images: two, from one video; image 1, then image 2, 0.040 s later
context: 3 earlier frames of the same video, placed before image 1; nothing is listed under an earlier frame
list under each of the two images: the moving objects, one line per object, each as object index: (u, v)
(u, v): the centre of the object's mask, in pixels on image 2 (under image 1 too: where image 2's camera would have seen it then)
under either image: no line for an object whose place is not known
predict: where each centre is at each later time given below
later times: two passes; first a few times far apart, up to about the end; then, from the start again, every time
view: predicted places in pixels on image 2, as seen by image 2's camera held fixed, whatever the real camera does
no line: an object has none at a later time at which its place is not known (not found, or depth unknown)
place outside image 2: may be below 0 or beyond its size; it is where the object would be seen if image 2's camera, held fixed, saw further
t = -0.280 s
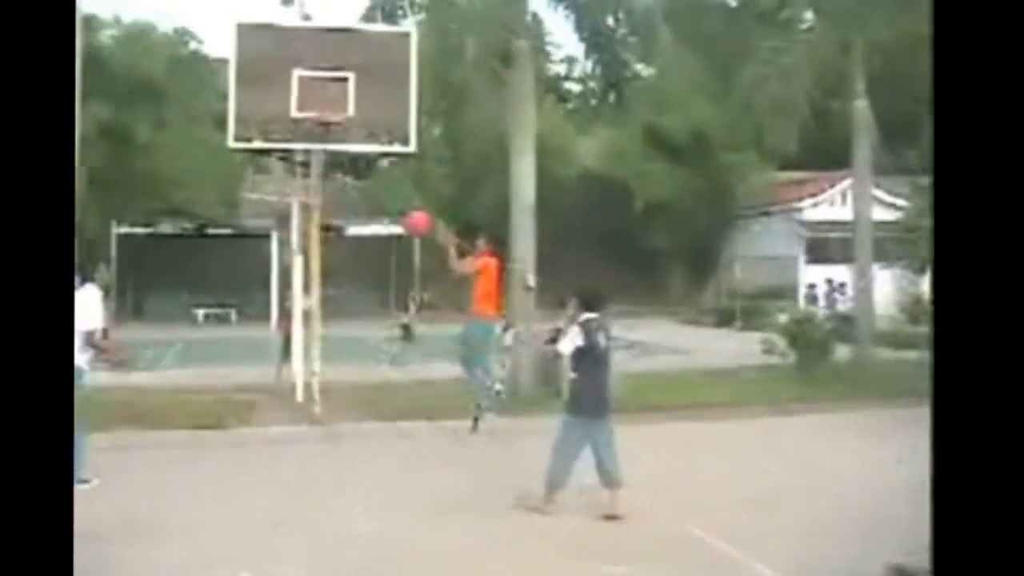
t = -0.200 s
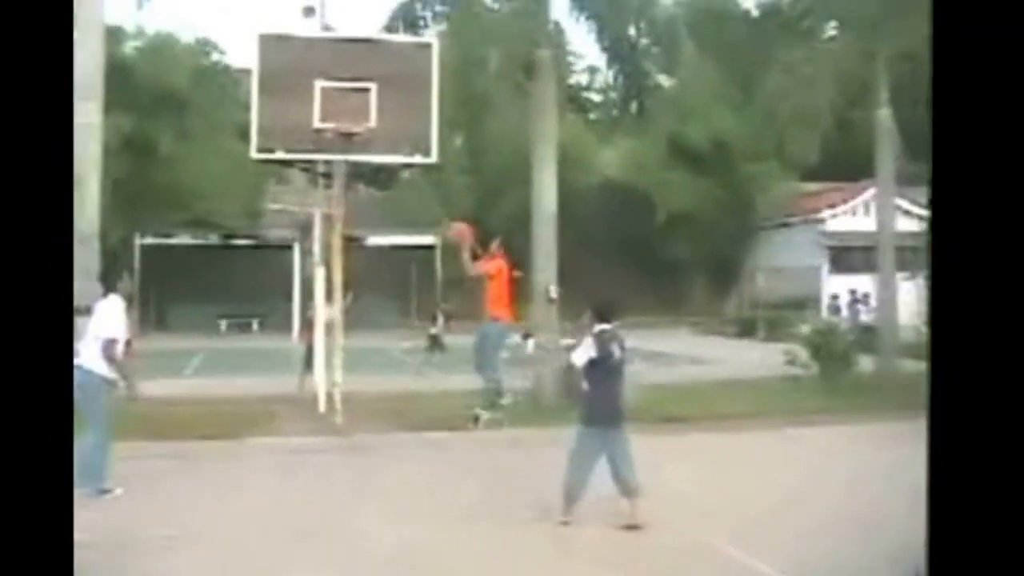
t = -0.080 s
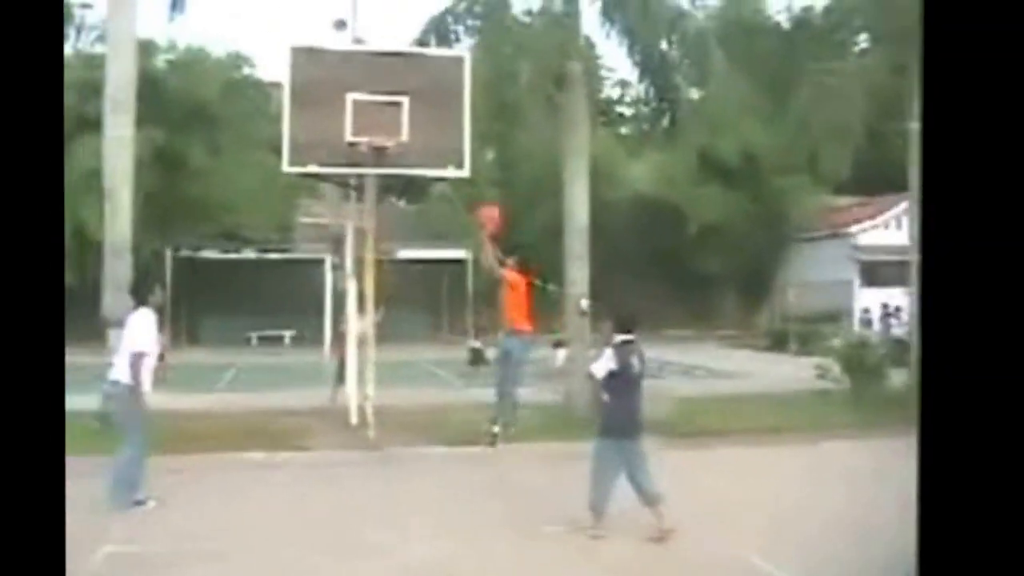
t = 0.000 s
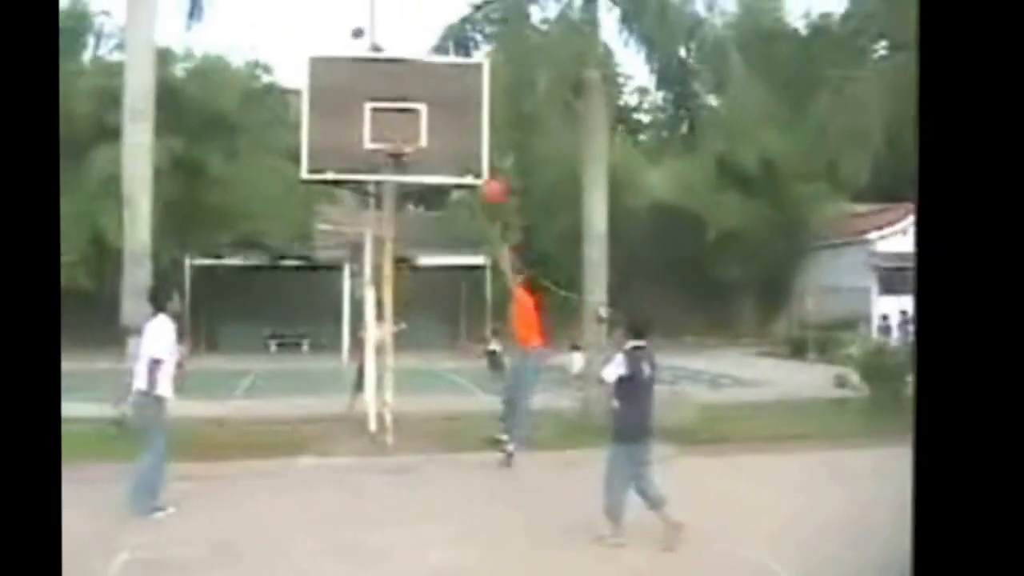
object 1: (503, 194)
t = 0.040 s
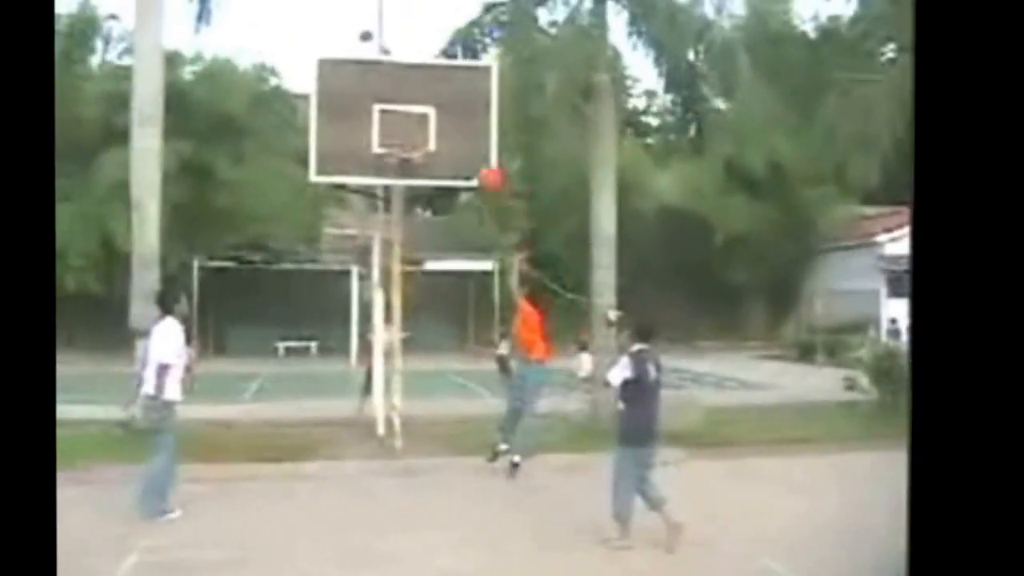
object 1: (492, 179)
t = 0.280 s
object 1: (439, 125)
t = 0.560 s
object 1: (382, 139)
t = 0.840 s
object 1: (346, 205)
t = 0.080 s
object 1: (483, 165)
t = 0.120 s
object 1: (477, 156)
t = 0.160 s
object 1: (466, 142)
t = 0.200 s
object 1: (459, 135)
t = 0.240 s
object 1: (449, 127)
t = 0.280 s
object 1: (439, 125)
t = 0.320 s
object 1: (433, 121)
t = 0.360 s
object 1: (421, 120)
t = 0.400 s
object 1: (411, 123)
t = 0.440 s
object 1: (405, 124)
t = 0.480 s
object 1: (399, 127)
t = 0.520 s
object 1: (390, 132)
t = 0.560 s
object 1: (382, 139)
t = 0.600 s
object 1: (373, 148)
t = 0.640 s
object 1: (368, 153)
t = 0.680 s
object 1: (364, 160)
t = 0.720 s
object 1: (362, 165)
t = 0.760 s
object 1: (354, 177)
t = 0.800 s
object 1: (349, 189)
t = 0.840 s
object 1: (346, 205)
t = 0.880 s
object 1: (343, 221)
